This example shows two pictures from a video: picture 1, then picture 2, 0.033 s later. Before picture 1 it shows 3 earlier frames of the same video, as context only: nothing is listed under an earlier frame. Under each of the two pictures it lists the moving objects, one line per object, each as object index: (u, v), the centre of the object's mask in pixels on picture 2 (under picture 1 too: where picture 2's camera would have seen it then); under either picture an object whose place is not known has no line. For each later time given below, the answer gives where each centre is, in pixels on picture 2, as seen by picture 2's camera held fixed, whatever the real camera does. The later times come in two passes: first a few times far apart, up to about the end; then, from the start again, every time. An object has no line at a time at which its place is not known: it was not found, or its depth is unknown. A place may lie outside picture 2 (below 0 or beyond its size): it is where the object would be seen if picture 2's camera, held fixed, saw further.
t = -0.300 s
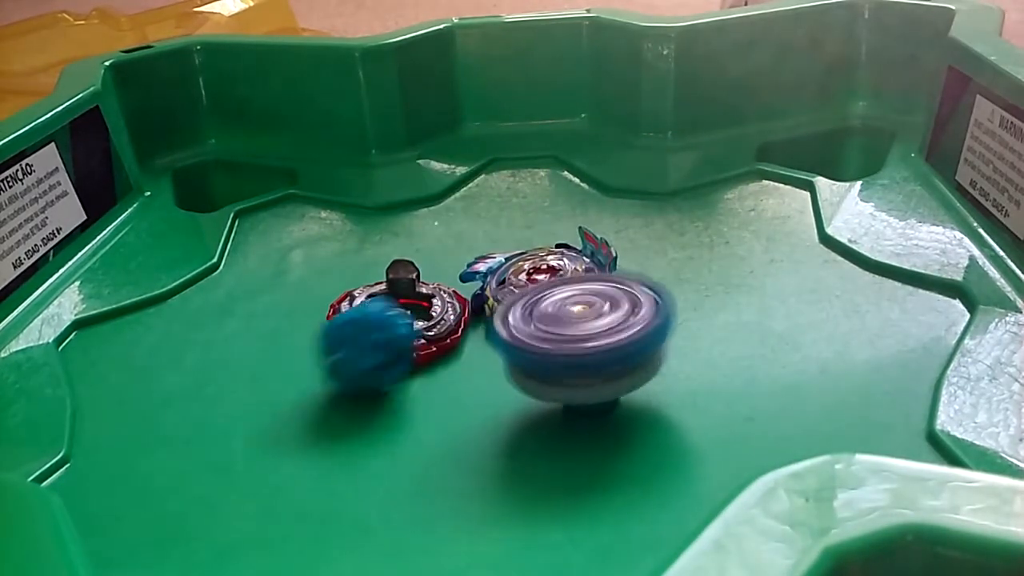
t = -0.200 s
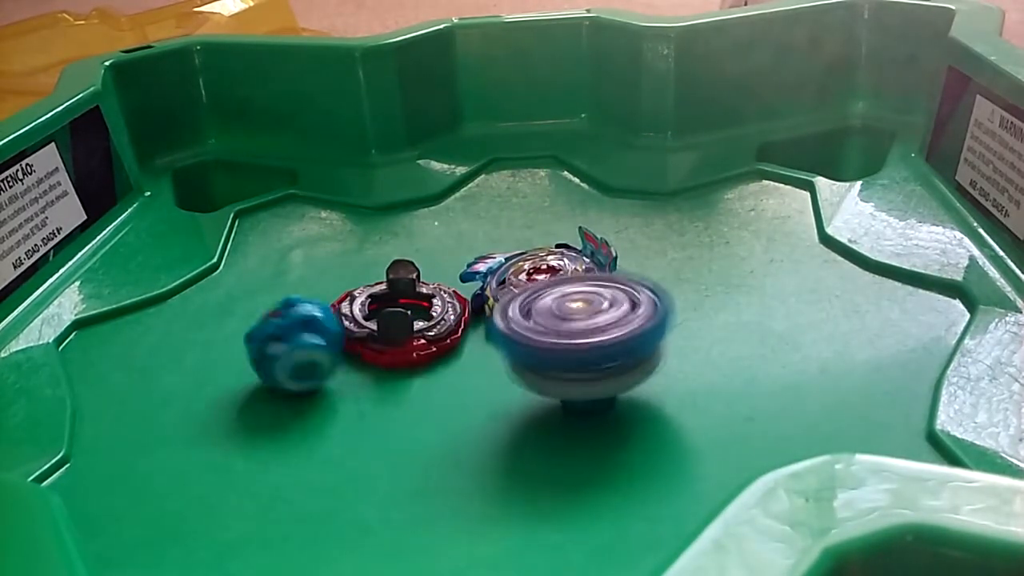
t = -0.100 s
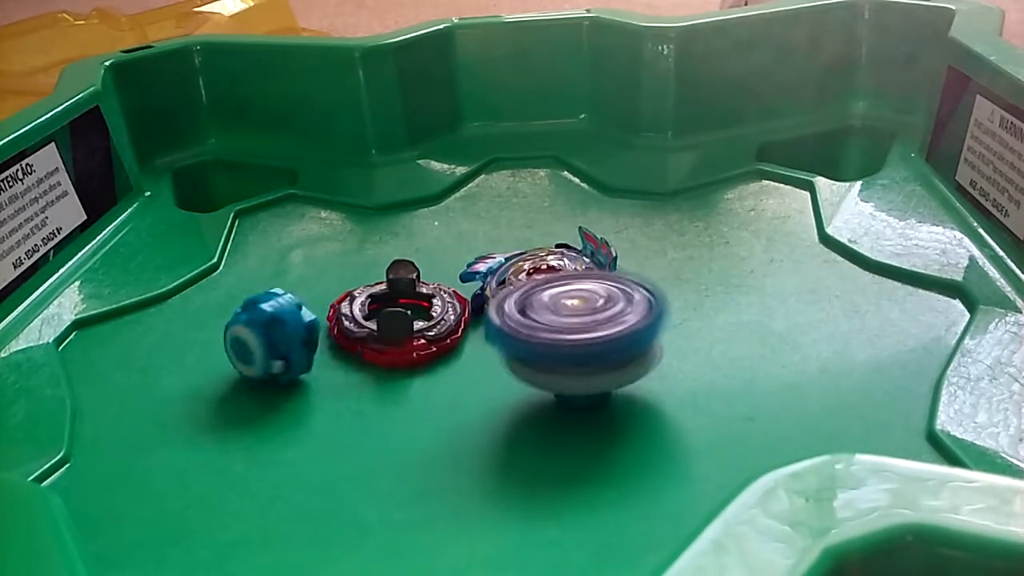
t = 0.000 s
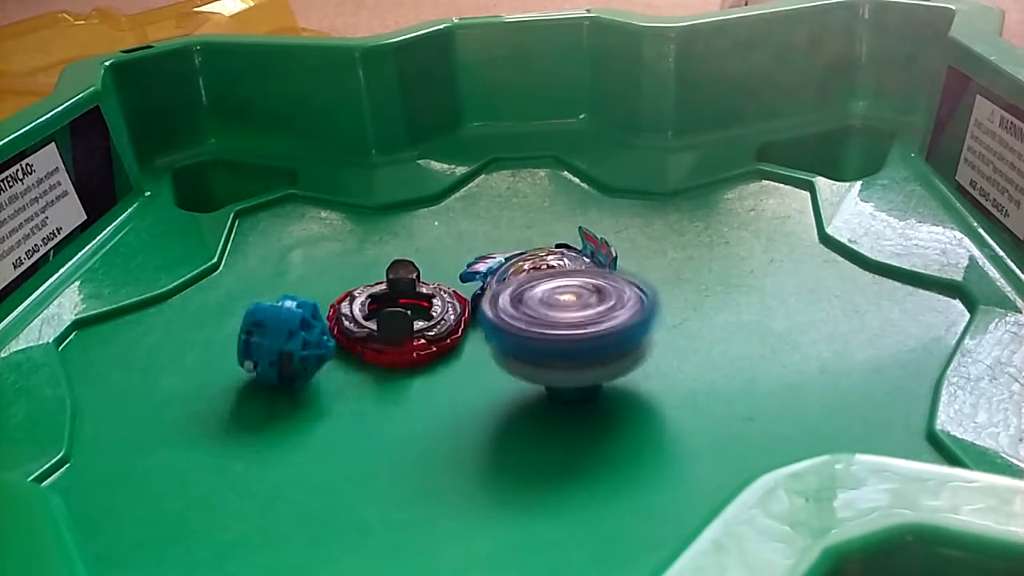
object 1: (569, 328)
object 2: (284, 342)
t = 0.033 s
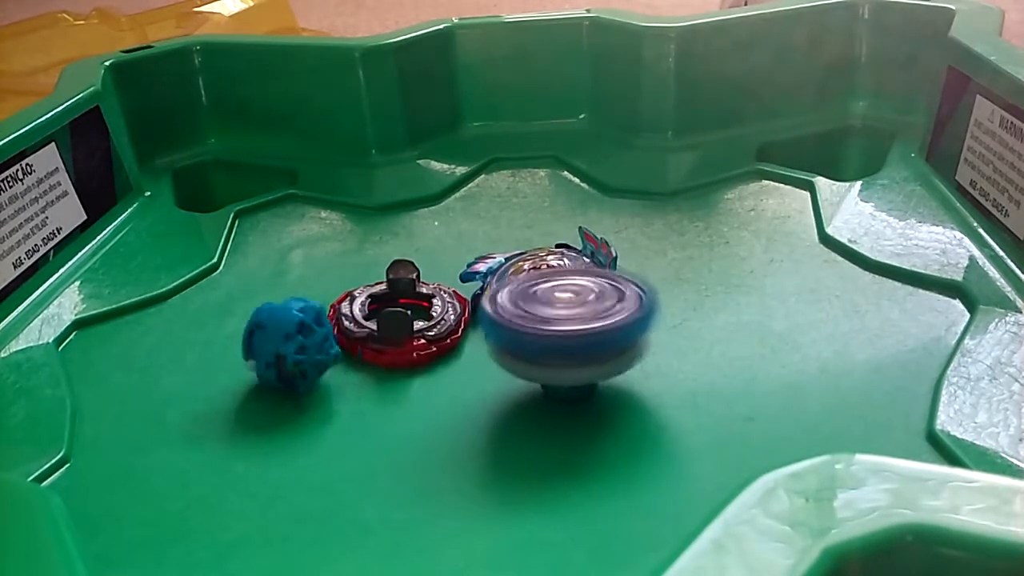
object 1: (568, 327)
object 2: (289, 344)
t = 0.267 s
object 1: (524, 323)
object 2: (377, 349)
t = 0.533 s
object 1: (495, 327)
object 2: (360, 361)
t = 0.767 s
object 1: (484, 323)
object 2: (355, 359)
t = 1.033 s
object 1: (488, 322)
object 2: (355, 359)
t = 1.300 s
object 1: (496, 327)
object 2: (355, 359)
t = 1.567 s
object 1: (494, 335)
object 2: (355, 359)
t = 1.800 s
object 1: (486, 337)
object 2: (355, 360)
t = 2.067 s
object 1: (490, 332)
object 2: (355, 360)
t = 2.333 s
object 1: (509, 329)
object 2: (355, 359)
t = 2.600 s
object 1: (518, 332)
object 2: (355, 359)
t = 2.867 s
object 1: (512, 335)
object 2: (355, 359)
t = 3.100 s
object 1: (504, 329)
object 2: (356, 359)
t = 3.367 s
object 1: (511, 321)
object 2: (356, 359)
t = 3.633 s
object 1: (515, 322)
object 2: (356, 359)
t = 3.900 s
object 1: (510, 326)
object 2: (356, 359)
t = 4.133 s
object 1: (497, 327)
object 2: (356, 359)
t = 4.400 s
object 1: (492, 322)
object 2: (356, 359)
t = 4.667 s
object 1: (498, 321)
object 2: (355, 359)
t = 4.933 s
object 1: (497, 329)
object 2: (355, 359)
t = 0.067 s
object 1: (564, 325)
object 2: (298, 345)
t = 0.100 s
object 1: (561, 323)
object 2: (310, 344)
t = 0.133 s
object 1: (556, 322)
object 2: (322, 344)
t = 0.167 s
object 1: (550, 320)
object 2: (333, 343)
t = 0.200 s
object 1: (547, 319)
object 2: (344, 343)
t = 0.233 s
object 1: (539, 320)
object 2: (355, 347)
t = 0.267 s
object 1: (524, 323)
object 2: (377, 349)
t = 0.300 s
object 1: (518, 323)
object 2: (392, 353)
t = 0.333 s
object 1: (519, 324)
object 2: (373, 350)
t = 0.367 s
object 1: (514, 324)
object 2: (360, 355)
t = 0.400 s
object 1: (511, 325)
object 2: (357, 359)
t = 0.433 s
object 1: (508, 326)
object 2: (357, 360)
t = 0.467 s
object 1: (503, 327)
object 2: (358, 359)
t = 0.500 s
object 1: (499, 328)
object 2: (358, 360)
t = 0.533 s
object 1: (495, 327)
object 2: (360, 361)
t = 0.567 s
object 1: (494, 328)
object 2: (362, 362)
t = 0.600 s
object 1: (491, 327)
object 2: (352, 361)
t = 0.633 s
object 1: (489, 326)
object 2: (350, 358)
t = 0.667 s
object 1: (488, 326)
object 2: (352, 358)
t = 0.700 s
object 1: (486, 324)
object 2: (355, 359)
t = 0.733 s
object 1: (485, 324)
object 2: (355, 359)
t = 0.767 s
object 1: (484, 323)
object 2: (355, 359)
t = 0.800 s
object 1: (485, 323)
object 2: (355, 359)
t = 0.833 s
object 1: (484, 322)
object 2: (355, 359)
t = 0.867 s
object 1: (485, 322)
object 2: (355, 359)
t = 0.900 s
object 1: (485, 322)
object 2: (355, 359)
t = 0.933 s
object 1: (486, 321)
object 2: (355, 359)
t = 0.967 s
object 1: (486, 322)
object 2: (355, 359)
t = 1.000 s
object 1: (486, 322)
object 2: (355, 359)
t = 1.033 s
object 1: (488, 322)
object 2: (355, 359)
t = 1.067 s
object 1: (489, 321)
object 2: (355, 359)
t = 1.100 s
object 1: (491, 322)
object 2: (355, 359)
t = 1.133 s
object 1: (492, 322)
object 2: (355, 359)
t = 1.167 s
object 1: (494, 323)
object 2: (355, 359)
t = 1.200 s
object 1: (495, 324)
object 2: (355, 359)
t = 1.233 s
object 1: (495, 325)
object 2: (355, 359)
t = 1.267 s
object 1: (496, 326)
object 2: (355, 359)
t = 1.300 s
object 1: (496, 327)
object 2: (355, 359)
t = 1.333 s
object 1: (497, 329)
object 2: (355, 359)
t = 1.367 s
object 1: (496, 330)
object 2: (355, 359)
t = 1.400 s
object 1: (498, 330)
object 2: (355, 359)
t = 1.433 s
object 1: (497, 331)
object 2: (355, 359)
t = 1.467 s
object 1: (497, 332)
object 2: (355, 359)
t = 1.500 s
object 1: (496, 333)
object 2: (355, 359)
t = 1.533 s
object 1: (494, 333)
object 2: (355, 359)
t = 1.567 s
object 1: (494, 335)
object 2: (355, 359)
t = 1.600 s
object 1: (491, 336)
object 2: (355, 359)
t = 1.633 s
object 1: (491, 337)
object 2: (355, 359)
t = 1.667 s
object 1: (489, 337)
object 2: (355, 360)
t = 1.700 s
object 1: (489, 338)
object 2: (355, 359)
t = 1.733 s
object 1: (488, 338)
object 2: (355, 360)
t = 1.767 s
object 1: (488, 338)
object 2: (355, 360)
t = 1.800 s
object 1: (486, 337)
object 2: (355, 360)
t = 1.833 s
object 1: (486, 337)
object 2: (355, 360)
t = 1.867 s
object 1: (485, 336)
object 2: (355, 360)
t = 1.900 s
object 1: (486, 336)
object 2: (355, 360)
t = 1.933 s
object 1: (485, 335)
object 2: (355, 360)
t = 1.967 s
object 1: (487, 335)
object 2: (355, 360)
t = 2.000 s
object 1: (486, 333)
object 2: (355, 360)
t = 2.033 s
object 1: (489, 333)
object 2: (355, 360)
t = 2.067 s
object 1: (490, 332)
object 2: (355, 360)
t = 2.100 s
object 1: (493, 332)
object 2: (355, 359)
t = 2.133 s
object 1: (495, 331)
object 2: (355, 359)
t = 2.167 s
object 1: (497, 330)
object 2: (355, 359)
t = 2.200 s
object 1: (499, 330)
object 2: (355, 359)
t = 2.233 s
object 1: (500, 329)
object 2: (355, 359)
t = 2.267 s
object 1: (504, 329)
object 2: (355, 359)
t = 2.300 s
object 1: (505, 329)
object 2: (355, 359)
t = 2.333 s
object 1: (509, 329)
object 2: (355, 359)
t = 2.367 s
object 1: (508, 329)
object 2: (356, 359)
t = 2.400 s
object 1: (514, 330)
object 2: (356, 359)
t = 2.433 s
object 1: (513, 330)
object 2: (356, 359)
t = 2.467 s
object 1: (515, 331)
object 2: (356, 359)
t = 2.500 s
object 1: (517, 331)
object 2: (356, 359)
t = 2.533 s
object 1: (518, 331)
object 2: (356, 359)
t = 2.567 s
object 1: (518, 332)
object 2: (356, 359)
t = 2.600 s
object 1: (518, 332)
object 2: (355, 359)
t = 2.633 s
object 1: (518, 333)
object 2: (355, 359)
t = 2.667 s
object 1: (517, 333)
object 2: (356, 359)
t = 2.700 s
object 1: (517, 334)
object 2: (356, 359)
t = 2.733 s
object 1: (514, 334)
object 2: (355, 359)
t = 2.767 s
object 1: (516, 334)
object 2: (356, 359)
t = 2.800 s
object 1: (514, 335)
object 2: (356, 359)
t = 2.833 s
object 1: (514, 335)
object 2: (356, 359)
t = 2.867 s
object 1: (512, 335)
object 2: (355, 359)
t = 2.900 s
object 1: (512, 334)
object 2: (356, 359)
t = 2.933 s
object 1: (511, 333)
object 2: (356, 359)
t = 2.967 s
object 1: (509, 333)
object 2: (356, 359)
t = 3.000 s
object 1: (508, 332)
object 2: (355, 359)
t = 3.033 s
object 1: (506, 331)
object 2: (356, 359)
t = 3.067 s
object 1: (506, 330)
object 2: (356, 359)
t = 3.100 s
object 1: (504, 329)
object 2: (356, 359)
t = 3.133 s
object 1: (505, 328)
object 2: (355, 359)
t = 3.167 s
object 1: (504, 327)
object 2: (355, 359)
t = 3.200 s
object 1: (505, 326)
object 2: (355, 359)
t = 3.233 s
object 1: (505, 325)
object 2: (356, 359)
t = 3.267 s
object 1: (507, 324)
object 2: (356, 359)
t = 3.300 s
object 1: (507, 323)
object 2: (355, 359)
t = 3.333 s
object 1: (509, 321)
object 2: (356, 359)
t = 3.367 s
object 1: (511, 321)
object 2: (356, 359)
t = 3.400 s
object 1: (512, 321)
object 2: (356, 359)
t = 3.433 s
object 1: (513, 321)
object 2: (356, 359)
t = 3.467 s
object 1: (513, 321)
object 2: (356, 359)
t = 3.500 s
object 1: (513, 321)
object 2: (356, 359)
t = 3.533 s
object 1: (514, 321)
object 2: (356, 359)
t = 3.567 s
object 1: (514, 321)
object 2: (356, 359)
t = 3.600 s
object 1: (516, 322)
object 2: (356, 359)
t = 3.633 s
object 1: (515, 322)
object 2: (356, 359)
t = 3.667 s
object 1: (515, 323)
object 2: (356, 359)
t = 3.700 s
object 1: (514, 323)
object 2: (356, 359)
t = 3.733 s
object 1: (516, 325)
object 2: (355, 359)
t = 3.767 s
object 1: (515, 325)
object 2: (356, 359)
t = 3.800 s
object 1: (515, 325)
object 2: (355, 359)
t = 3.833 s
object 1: (513, 326)
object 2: (356, 359)
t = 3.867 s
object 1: (511, 326)
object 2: (355, 359)
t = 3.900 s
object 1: (510, 326)
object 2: (356, 359)
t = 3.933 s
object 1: (509, 326)
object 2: (356, 359)
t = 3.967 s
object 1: (506, 327)
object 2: (356, 359)
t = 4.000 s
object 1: (505, 328)
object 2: (356, 359)
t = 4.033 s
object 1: (503, 327)
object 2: (356, 359)
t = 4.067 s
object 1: (500, 328)
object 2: (356, 359)
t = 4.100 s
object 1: (499, 328)
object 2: (356, 359)
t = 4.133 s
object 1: (497, 327)
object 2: (356, 359)
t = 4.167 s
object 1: (496, 327)
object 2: (356, 359)
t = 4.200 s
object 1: (494, 326)
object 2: (356, 359)
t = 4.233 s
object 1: (494, 325)
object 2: (355, 359)
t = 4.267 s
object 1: (492, 324)
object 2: (355, 359)
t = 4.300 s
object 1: (492, 324)
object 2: (355, 359)
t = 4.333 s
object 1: (491, 323)
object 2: (356, 359)
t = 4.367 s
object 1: (493, 322)
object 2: (355, 359)
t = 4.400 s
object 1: (492, 322)
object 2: (356, 359)
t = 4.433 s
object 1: (493, 322)
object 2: (355, 359)
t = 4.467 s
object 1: (493, 321)
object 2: (355, 359)
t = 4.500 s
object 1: (494, 321)
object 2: (356, 359)
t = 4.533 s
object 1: (494, 321)
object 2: (355, 359)
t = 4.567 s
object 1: (496, 321)
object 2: (355, 359)
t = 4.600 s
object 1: (496, 321)
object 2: (355, 359)
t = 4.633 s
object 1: (498, 321)
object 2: (356, 359)
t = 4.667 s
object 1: (498, 321)
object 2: (355, 359)
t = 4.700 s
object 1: (499, 322)
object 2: (356, 359)
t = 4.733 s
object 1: (499, 323)
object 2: (355, 359)
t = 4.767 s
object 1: (500, 324)
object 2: (355, 359)
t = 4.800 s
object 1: (500, 325)
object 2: (355, 359)
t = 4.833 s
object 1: (499, 326)
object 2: (355, 359)
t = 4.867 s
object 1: (499, 328)
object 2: (355, 359)
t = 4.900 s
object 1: (498, 328)
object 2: (355, 359)
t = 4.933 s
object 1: (497, 329)
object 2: (355, 359)
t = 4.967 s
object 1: (497, 330)
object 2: (355, 359)
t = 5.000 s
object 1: (495, 330)
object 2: (355, 359)
